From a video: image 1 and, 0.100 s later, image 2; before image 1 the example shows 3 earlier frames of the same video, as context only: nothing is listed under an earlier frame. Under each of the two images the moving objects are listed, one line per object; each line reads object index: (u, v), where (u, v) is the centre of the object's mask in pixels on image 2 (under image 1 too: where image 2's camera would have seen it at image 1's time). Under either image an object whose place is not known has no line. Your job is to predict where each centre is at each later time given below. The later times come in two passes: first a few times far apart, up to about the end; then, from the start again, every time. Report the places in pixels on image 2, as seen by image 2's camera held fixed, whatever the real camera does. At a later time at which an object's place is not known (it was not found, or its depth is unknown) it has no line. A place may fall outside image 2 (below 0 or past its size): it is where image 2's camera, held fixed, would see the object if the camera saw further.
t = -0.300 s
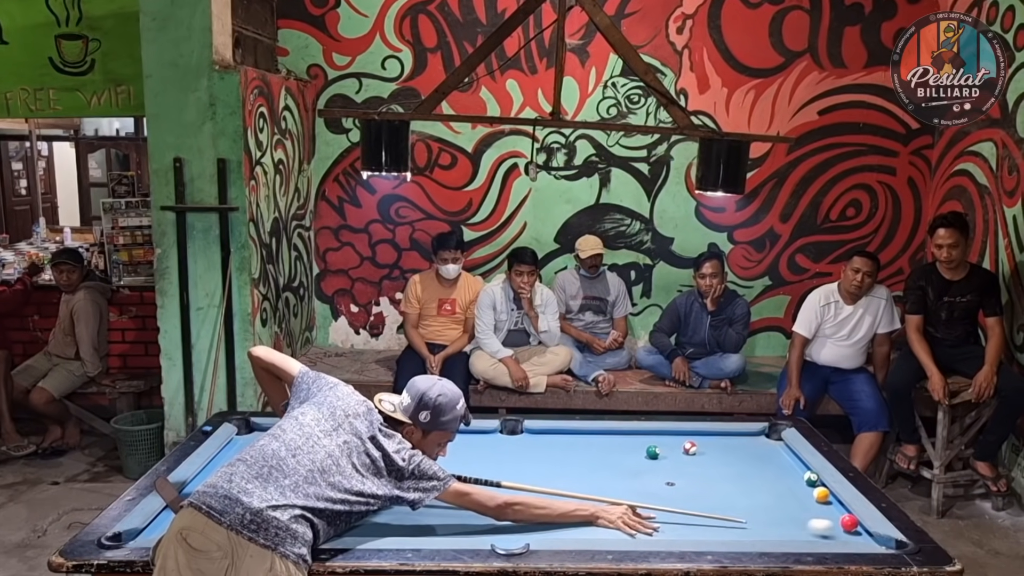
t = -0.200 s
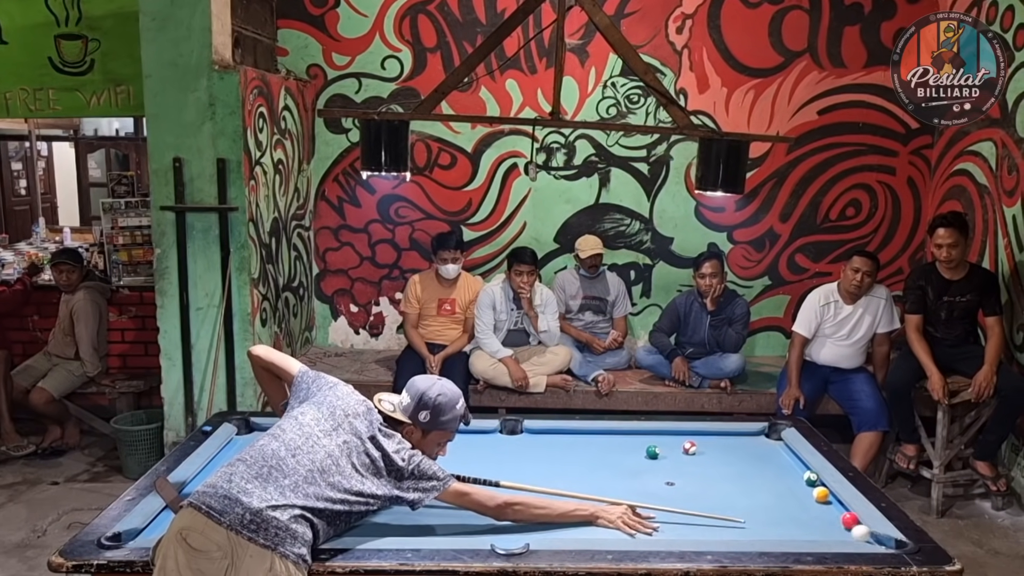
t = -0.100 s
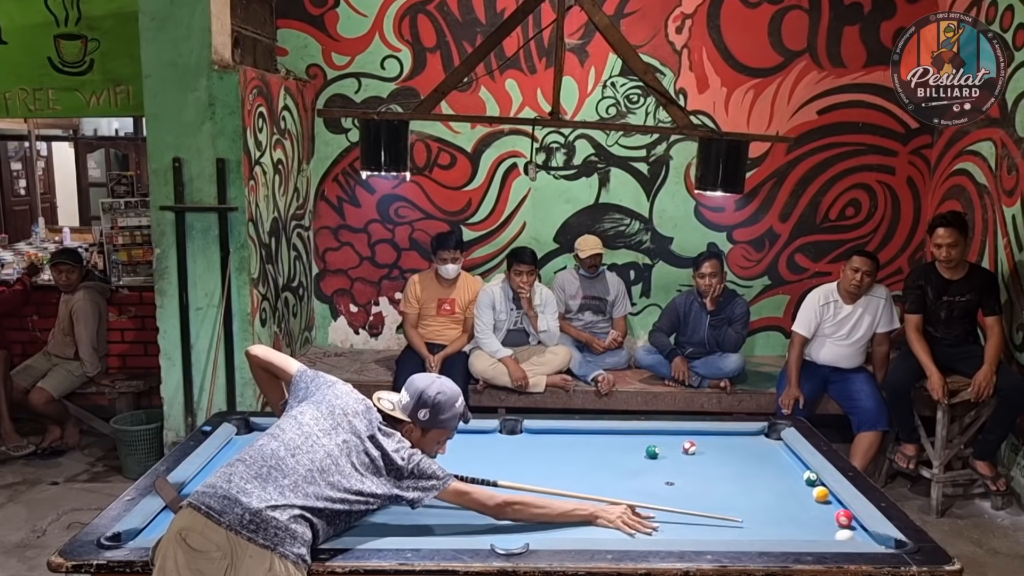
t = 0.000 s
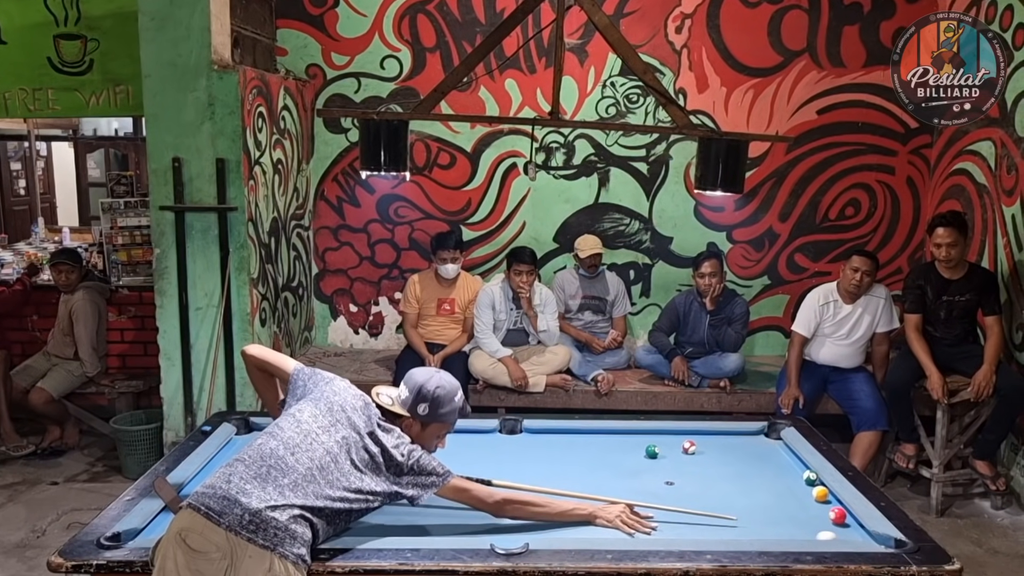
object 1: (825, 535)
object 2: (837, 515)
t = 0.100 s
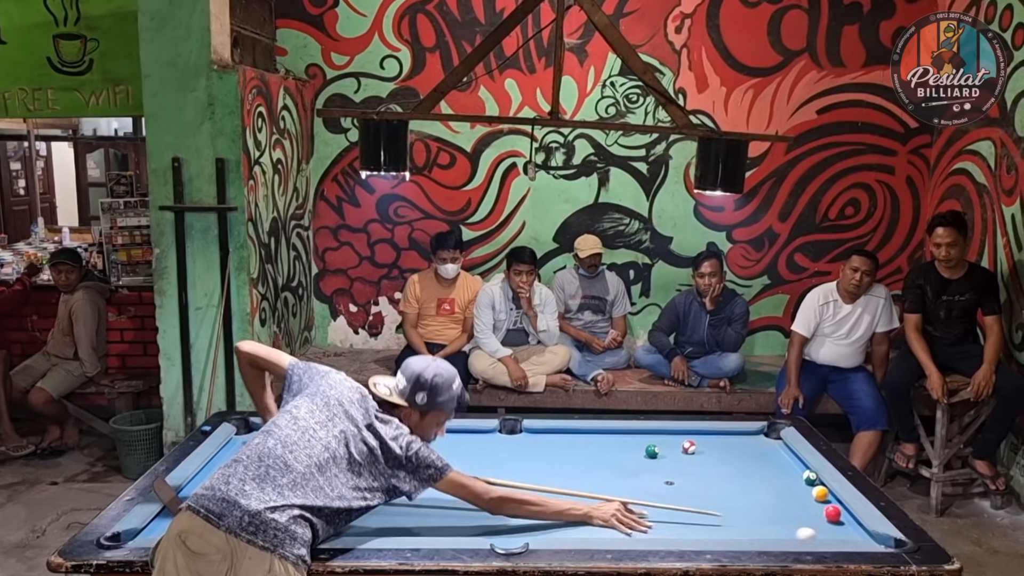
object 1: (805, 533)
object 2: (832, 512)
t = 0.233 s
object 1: (779, 530)
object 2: (826, 510)
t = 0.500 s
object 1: (731, 523)
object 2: (815, 506)
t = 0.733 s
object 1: (691, 517)
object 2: (809, 503)
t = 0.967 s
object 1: (655, 510)
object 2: (803, 501)
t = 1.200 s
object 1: (623, 505)
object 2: (799, 499)
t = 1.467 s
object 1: (588, 499)
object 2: (796, 498)
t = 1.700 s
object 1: (561, 494)
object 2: (795, 498)
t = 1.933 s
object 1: (536, 490)
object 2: (795, 497)
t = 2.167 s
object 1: (514, 487)
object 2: (795, 497)
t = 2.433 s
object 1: (490, 482)
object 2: (795, 497)
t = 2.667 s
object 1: (472, 480)
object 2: (795, 498)
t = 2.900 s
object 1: (455, 477)
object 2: (795, 497)
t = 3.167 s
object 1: (436, 474)
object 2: (795, 498)
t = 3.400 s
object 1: (424, 472)
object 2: (795, 498)
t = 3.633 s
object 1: (413, 469)
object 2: (795, 498)
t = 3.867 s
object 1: (403, 468)
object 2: (795, 498)
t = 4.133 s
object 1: (395, 466)
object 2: (795, 498)
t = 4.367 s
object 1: (389, 466)
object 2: (795, 498)
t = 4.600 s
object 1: (384, 465)
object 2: (795, 498)
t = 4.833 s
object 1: (382, 464)
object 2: (795, 498)
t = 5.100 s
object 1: (380, 464)
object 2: (795, 498)
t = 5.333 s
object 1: (380, 464)
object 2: (795, 498)
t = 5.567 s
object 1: (380, 464)
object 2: (795, 498)
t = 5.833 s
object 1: (380, 464)
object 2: (795, 498)
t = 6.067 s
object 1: (380, 464)
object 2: (795, 498)
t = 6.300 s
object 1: (380, 464)
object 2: (795, 498)
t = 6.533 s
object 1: (380, 464)
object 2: (795, 498)
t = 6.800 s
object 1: (380, 464)
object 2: (795, 498)
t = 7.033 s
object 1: (380, 464)
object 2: (795, 498)
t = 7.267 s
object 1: (380, 464)
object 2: (795, 498)
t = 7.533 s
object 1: (380, 464)
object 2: (795, 498)
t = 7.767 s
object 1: (380, 464)
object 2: (795, 498)
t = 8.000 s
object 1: (380, 463)
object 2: (795, 498)
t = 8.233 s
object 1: (380, 464)
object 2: (795, 498)
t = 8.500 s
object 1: (380, 464)
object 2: (795, 498)
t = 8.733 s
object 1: (380, 464)
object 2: (795, 498)
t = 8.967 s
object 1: (380, 464)
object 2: (795, 498)
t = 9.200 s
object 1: (380, 464)
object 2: (795, 498)
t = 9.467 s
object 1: (380, 464)
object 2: (795, 498)
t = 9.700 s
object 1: (380, 464)
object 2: (795, 498)
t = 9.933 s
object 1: (380, 464)
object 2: (795, 498)
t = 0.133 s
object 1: (798, 532)
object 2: (831, 512)
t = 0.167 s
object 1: (792, 531)
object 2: (829, 511)
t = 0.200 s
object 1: (786, 530)
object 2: (828, 511)
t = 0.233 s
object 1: (779, 530)
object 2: (826, 510)
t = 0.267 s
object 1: (773, 530)
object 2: (825, 510)
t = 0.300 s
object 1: (767, 529)
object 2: (824, 509)
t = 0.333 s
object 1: (761, 528)
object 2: (822, 509)
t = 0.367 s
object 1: (755, 527)
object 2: (821, 508)
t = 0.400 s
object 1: (749, 526)
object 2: (820, 507)
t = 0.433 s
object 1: (743, 525)
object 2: (818, 507)
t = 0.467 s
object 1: (736, 524)
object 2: (817, 507)
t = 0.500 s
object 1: (731, 523)
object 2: (815, 506)
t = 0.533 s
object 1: (725, 522)
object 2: (814, 505)
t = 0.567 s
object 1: (719, 521)
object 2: (813, 504)
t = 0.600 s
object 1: (713, 520)
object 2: (812, 504)
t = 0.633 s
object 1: (708, 519)
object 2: (810, 504)
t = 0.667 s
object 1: (702, 518)
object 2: (809, 503)
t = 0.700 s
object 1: (697, 517)
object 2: (808, 502)
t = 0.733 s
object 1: (691, 517)
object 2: (809, 503)
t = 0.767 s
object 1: (686, 516)
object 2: (808, 503)
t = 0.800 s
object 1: (681, 514)
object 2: (807, 502)
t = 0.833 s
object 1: (676, 513)
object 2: (806, 502)
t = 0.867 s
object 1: (671, 513)
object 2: (806, 502)
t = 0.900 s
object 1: (665, 512)
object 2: (805, 501)
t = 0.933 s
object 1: (660, 511)
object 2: (804, 501)
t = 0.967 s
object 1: (655, 510)
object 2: (803, 501)
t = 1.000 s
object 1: (651, 509)
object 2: (803, 500)
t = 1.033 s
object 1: (646, 509)
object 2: (802, 500)
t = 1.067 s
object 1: (641, 508)
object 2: (801, 500)
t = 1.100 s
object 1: (636, 507)
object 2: (801, 500)
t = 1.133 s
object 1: (632, 506)
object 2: (800, 500)
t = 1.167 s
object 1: (627, 505)
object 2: (800, 499)
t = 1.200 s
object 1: (623, 505)
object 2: (799, 499)
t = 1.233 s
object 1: (618, 504)
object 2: (799, 499)
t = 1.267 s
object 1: (614, 503)
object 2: (799, 499)
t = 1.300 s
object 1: (609, 502)
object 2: (798, 499)
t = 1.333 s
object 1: (605, 502)
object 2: (798, 499)
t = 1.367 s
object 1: (601, 501)
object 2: (797, 499)
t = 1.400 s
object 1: (597, 500)
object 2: (797, 498)
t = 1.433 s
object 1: (592, 500)
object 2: (797, 498)
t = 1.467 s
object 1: (588, 499)
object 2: (796, 498)
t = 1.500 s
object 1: (584, 498)
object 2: (796, 498)
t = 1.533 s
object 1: (580, 497)
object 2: (796, 498)
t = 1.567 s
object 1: (576, 497)
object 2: (796, 498)
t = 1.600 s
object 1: (572, 496)
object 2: (796, 498)
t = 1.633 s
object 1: (569, 496)
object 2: (795, 498)
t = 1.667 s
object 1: (565, 495)
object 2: (795, 498)
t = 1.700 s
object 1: (561, 494)
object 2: (795, 498)
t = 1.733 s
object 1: (557, 494)
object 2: (795, 498)
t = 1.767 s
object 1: (554, 493)
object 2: (795, 497)
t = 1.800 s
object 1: (550, 493)
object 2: (795, 498)
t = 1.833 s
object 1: (547, 492)
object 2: (795, 497)
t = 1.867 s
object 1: (543, 492)
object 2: (795, 498)
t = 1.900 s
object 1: (540, 491)
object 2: (795, 497)
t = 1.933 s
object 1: (536, 490)
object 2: (795, 497)
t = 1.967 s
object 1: (533, 490)
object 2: (795, 497)
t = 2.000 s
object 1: (529, 489)
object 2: (795, 498)
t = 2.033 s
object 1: (526, 489)
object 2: (795, 497)
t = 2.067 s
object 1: (523, 488)
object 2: (795, 498)
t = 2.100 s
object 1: (520, 488)
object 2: (795, 498)
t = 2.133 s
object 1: (517, 487)
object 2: (795, 498)
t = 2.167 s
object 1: (514, 487)
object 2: (795, 497)
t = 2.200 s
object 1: (510, 486)
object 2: (795, 497)
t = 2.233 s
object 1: (507, 486)
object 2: (795, 498)
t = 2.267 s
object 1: (505, 485)
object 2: (795, 498)
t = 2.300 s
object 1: (502, 485)
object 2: (795, 498)
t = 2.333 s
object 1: (499, 484)
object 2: (795, 498)
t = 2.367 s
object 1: (496, 484)
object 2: (795, 498)
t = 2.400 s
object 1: (493, 483)
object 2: (795, 498)
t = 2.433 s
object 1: (490, 482)
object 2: (795, 497)
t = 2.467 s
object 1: (487, 482)
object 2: (795, 498)
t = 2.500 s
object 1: (485, 482)
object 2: (795, 498)
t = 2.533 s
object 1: (482, 481)
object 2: (795, 498)
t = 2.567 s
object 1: (479, 481)
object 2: (795, 497)
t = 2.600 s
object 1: (477, 481)
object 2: (795, 498)
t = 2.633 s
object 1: (474, 480)
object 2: (795, 498)
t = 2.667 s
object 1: (472, 480)
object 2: (795, 498)
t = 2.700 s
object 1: (469, 479)
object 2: (795, 497)
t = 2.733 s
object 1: (467, 479)
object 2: (795, 497)
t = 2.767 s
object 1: (464, 478)
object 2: (795, 497)
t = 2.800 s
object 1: (462, 478)
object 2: (795, 498)
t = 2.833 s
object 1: (460, 477)
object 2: (795, 497)
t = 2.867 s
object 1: (457, 477)
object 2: (795, 497)
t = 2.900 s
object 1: (455, 477)
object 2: (795, 497)
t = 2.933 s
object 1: (453, 477)
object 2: (795, 498)
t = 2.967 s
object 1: (451, 476)
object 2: (795, 498)
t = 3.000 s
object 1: (449, 476)
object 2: (795, 498)
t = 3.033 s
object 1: (447, 475)
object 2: (795, 498)
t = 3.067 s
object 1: (444, 475)
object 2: (795, 498)
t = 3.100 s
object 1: (440, 474)
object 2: (795, 498)
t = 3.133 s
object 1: (438, 474)
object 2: (795, 498)
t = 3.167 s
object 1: (436, 474)
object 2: (795, 498)
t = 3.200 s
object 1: (434, 473)
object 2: (795, 498)
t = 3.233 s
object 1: (433, 473)
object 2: (795, 498)
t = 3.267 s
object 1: (431, 473)
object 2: (795, 498)
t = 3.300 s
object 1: (429, 472)
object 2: (795, 498)
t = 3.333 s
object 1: (427, 472)
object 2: (795, 498)
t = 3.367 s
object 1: (425, 472)
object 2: (795, 498)
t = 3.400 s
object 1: (424, 472)
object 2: (795, 498)
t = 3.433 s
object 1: (422, 471)
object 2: (795, 498)
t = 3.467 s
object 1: (421, 471)
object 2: (795, 498)
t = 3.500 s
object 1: (419, 471)
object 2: (795, 498)
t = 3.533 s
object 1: (417, 471)
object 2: (795, 498)
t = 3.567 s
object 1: (416, 470)
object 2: (795, 498)
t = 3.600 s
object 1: (414, 470)
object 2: (795, 498)
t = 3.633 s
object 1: (413, 469)
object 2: (795, 498)
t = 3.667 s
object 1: (412, 469)
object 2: (795, 498)
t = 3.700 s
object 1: (411, 469)
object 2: (795, 498)
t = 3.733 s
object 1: (409, 468)
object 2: (795, 498)
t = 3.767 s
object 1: (408, 468)
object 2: (795, 498)
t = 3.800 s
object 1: (407, 468)
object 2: (795, 498)
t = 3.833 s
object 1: (405, 468)
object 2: (795, 498)
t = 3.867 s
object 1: (403, 468)
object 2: (795, 498)
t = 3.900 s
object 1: (402, 468)
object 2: (795, 498)
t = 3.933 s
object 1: (401, 468)
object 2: (795, 498)
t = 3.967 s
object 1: (400, 467)
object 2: (795, 498)
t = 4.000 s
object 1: (399, 467)
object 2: (795, 498)
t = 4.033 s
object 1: (398, 467)
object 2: (795, 498)
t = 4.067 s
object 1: (397, 467)
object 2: (795, 498)
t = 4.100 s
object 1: (396, 467)
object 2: (795, 498)
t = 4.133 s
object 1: (395, 466)
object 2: (795, 498)
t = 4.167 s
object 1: (394, 467)
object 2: (795, 498)
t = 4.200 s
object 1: (393, 467)
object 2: (795, 498)
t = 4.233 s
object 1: (392, 466)
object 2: (795, 498)
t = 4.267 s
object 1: (391, 466)
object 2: (795, 498)
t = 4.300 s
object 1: (390, 466)
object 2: (795, 498)
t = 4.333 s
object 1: (389, 466)
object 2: (795, 498)
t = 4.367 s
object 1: (389, 466)
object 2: (795, 498)
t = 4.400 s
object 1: (388, 466)
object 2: (795, 498)
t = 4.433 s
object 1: (387, 465)
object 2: (795, 498)
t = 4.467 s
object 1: (387, 465)
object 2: (795, 498)
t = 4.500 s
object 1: (386, 465)
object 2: (795, 498)
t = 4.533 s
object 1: (385, 465)
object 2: (795, 498)
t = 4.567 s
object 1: (385, 465)
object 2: (795, 498)
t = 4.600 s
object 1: (384, 465)
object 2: (795, 498)
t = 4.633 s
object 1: (384, 465)
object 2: (795, 498)
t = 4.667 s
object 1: (384, 465)
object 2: (795, 498)
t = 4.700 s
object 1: (383, 464)
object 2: (795, 498)
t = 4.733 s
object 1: (383, 464)
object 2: (795, 498)
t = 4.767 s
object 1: (383, 464)
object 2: (795, 498)
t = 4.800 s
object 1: (382, 464)
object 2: (795, 498)
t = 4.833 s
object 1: (382, 464)
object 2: (795, 498)
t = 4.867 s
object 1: (382, 464)
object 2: (795, 498)
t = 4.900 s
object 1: (381, 464)
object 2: (795, 498)
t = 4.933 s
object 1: (381, 464)
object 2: (795, 498)
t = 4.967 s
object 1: (381, 464)
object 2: (795, 498)
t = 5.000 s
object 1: (381, 464)
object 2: (795, 498)
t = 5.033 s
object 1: (381, 464)
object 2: (795, 498)
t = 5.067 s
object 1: (381, 464)
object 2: (795, 498)
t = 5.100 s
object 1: (380, 464)
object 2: (795, 498)
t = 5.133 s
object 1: (380, 464)
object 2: (795, 498)
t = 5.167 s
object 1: (380, 464)
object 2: (795, 498)
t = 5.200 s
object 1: (380, 464)
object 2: (795, 498)
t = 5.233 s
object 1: (380, 464)
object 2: (795, 498)
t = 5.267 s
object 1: (380, 464)
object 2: (795, 498)
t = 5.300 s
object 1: (380, 464)
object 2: (795, 498)
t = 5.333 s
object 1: (380, 464)
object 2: (795, 498)
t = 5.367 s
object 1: (380, 464)
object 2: (795, 498)
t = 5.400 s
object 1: (380, 464)
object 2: (795, 498)
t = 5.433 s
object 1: (380, 464)
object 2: (795, 498)
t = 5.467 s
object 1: (380, 464)
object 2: (795, 498)
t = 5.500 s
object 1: (380, 464)
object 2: (795, 498)
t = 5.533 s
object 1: (380, 464)
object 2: (795, 498)
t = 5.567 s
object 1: (380, 464)
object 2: (795, 498)
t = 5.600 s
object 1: (380, 464)
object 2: (795, 498)
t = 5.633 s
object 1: (380, 464)
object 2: (795, 498)
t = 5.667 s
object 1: (380, 464)
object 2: (795, 498)
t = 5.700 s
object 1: (380, 464)
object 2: (795, 498)
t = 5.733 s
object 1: (380, 464)
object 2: (795, 498)
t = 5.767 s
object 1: (380, 464)
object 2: (795, 498)
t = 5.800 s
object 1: (380, 464)
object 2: (795, 498)
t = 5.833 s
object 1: (380, 464)
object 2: (795, 498)
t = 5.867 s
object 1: (380, 464)
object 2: (795, 498)
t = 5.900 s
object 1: (380, 464)
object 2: (795, 498)
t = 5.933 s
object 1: (380, 464)
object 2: (795, 498)
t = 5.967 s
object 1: (380, 464)
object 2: (795, 498)
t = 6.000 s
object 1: (380, 464)
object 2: (795, 498)
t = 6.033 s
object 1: (380, 464)
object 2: (795, 498)
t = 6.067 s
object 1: (380, 464)
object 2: (795, 498)
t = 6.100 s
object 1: (380, 464)
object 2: (795, 498)
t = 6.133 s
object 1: (380, 464)
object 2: (795, 498)
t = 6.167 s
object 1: (380, 464)
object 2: (795, 498)
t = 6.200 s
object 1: (380, 464)
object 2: (795, 498)
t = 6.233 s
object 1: (380, 464)
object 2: (795, 498)
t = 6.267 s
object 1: (380, 464)
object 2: (795, 498)
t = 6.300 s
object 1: (380, 464)
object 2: (795, 498)
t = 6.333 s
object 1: (380, 464)
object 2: (795, 498)
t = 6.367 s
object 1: (380, 464)
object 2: (795, 498)
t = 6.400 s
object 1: (380, 464)
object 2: (795, 498)
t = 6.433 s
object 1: (380, 464)
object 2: (795, 498)
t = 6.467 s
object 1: (380, 464)
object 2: (795, 498)
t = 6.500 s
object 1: (380, 464)
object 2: (795, 498)
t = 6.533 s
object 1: (380, 464)
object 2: (795, 498)
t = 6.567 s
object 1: (380, 464)
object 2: (795, 498)
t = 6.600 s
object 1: (380, 464)
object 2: (795, 498)
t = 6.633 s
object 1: (380, 464)
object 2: (795, 498)
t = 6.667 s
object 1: (380, 464)
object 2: (795, 498)
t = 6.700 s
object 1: (380, 464)
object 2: (795, 498)
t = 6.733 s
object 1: (380, 464)
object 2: (795, 498)
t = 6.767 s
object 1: (380, 464)
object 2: (795, 498)
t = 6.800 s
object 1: (380, 464)
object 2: (795, 498)
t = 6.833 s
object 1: (380, 464)
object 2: (795, 498)
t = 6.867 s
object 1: (380, 464)
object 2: (795, 498)
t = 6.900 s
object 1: (380, 464)
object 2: (795, 498)
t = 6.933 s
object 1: (380, 464)
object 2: (795, 498)
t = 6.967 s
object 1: (380, 464)
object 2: (795, 498)
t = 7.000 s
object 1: (380, 464)
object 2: (795, 498)
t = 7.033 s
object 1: (380, 464)
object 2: (795, 498)
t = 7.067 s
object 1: (380, 464)
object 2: (795, 498)
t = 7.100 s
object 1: (380, 464)
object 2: (795, 498)
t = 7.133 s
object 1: (380, 464)
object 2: (795, 498)
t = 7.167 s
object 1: (380, 464)
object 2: (795, 498)
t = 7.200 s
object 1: (380, 464)
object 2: (795, 498)
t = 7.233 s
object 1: (380, 464)
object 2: (795, 498)
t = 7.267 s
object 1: (380, 464)
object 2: (795, 498)
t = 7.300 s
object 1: (380, 464)
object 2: (795, 498)
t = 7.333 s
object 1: (380, 464)
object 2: (795, 498)
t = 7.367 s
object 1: (380, 464)
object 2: (795, 498)
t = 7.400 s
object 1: (380, 464)
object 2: (795, 498)
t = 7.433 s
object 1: (380, 464)
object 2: (795, 498)
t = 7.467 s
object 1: (380, 464)
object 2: (795, 498)
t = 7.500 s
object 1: (380, 464)
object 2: (795, 498)
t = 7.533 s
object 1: (380, 464)
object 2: (795, 498)
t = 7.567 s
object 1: (380, 464)
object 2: (795, 498)
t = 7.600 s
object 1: (380, 464)
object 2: (795, 498)
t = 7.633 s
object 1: (380, 464)
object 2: (795, 498)
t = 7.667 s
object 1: (380, 464)
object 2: (795, 498)
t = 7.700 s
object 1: (380, 464)
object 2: (795, 498)
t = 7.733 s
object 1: (380, 464)
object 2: (795, 498)
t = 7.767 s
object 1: (380, 464)
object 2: (795, 498)
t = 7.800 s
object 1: (380, 464)
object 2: (795, 498)
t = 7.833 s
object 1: (380, 464)
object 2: (795, 498)
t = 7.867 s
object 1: (380, 464)
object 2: (795, 498)
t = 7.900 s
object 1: (380, 464)
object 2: (795, 498)
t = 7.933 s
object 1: (380, 464)
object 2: (795, 498)
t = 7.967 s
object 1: (380, 464)
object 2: (795, 498)
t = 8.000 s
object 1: (380, 463)
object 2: (795, 498)
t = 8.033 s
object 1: (380, 464)
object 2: (795, 498)
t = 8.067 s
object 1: (380, 464)
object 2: (795, 498)
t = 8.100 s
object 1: (380, 464)
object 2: (795, 498)
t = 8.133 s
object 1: (380, 464)
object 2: (795, 498)
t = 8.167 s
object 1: (380, 464)
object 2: (795, 498)
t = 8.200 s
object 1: (380, 463)
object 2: (795, 498)
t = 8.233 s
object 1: (380, 464)
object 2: (795, 498)
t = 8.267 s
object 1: (380, 464)
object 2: (795, 498)
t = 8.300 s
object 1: (380, 464)
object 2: (795, 498)
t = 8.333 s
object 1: (380, 464)
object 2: (795, 498)
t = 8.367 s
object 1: (380, 464)
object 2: (795, 498)
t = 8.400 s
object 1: (380, 464)
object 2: (795, 498)
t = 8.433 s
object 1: (380, 464)
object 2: (795, 498)
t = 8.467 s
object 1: (380, 464)
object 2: (795, 498)
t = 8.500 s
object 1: (380, 464)
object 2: (795, 498)
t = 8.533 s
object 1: (380, 464)
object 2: (795, 498)
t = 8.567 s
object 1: (380, 464)
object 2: (795, 498)
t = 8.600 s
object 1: (380, 464)
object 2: (795, 498)
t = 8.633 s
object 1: (380, 464)
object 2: (795, 498)
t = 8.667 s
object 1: (380, 464)
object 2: (795, 498)
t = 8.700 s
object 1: (380, 464)
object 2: (795, 498)
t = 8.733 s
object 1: (380, 464)
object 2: (795, 498)
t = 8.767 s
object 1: (380, 464)
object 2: (795, 498)
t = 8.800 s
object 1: (380, 464)
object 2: (795, 498)
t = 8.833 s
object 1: (380, 464)
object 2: (795, 498)
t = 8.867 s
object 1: (380, 464)
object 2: (795, 498)
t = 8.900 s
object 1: (380, 464)
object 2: (795, 498)
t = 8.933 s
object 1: (380, 464)
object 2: (795, 498)
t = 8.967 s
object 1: (380, 464)
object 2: (795, 498)
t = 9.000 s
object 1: (380, 464)
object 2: (795, 498)
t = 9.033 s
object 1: (380, 464)
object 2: (795, 498)
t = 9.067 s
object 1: (380, 463)
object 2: (795, 498)
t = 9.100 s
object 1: (380, 464)
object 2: (795, 498)
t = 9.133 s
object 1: (380, 464)
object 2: (795, 498)
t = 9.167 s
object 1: (380, 464)
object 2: (795, 498)
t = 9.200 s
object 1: (380, 464)
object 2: (795, 498)
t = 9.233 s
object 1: (380, 464)
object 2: (795, 498)
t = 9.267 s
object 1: (380, 464)
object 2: (795, 498)
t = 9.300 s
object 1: (380, 464)
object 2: (795, 498)
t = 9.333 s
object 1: (380, 464)
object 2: (795, 498)
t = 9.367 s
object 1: (380, 464)
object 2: (795, 498)
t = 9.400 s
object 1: (380, 464)
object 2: (795, 498)
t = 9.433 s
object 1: (380, 464)
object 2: (795, 498)
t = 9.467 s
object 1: (380, 464)
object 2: (795, 498)
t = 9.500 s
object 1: (380, 464)
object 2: (795, 498)
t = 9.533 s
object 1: (380, 464)
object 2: (795, 498)
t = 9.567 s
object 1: (380, 464)
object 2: (795, 498)
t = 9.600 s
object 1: (380, 464)
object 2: (795, 498)
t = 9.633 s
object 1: (380, 464)
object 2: (795, 498)
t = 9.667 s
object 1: (380, 464)
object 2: (795, 498)
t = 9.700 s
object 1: (380, 464)
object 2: (795, 498)
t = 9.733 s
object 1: (380, 464)
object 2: (795, 498)
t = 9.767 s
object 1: (380, 464)
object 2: (795, 498)
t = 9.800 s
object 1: (380, 464)
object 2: (795, 498)
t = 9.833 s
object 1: (380, 464)
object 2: (795, 498)
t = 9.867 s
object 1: (380, 464)
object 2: (795, 498)
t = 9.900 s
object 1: (380, 464)
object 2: (795, 498)
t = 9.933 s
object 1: (380, 464)
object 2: (795, 498)
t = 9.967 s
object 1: (380, 464)
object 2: (795, 498)
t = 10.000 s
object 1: (380, 463)
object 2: (795, 498)
